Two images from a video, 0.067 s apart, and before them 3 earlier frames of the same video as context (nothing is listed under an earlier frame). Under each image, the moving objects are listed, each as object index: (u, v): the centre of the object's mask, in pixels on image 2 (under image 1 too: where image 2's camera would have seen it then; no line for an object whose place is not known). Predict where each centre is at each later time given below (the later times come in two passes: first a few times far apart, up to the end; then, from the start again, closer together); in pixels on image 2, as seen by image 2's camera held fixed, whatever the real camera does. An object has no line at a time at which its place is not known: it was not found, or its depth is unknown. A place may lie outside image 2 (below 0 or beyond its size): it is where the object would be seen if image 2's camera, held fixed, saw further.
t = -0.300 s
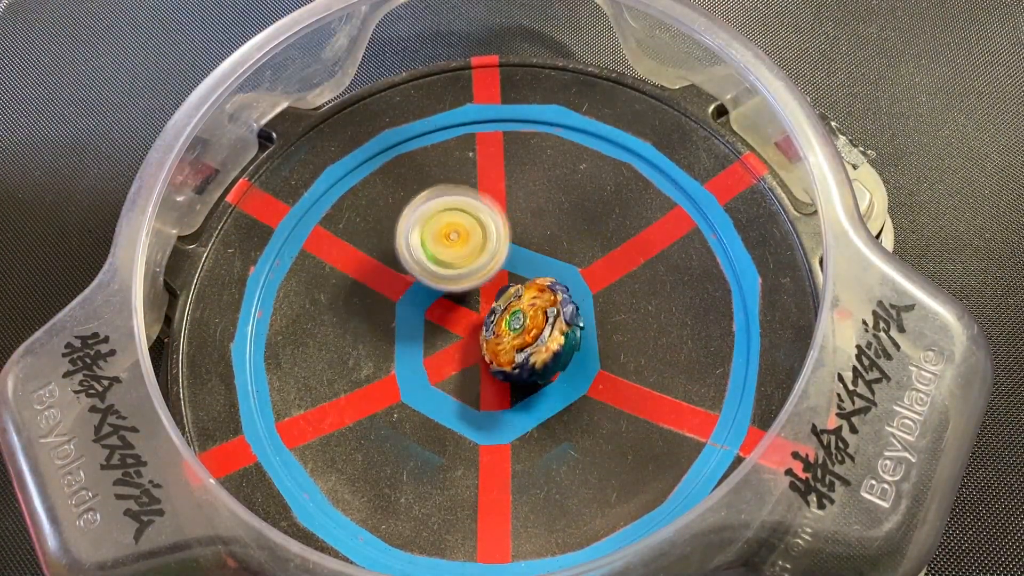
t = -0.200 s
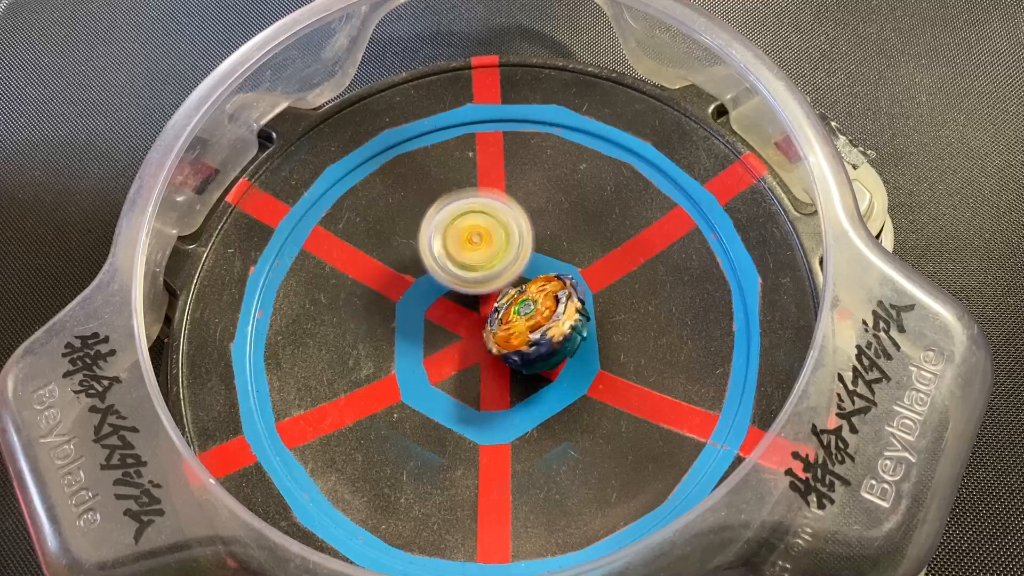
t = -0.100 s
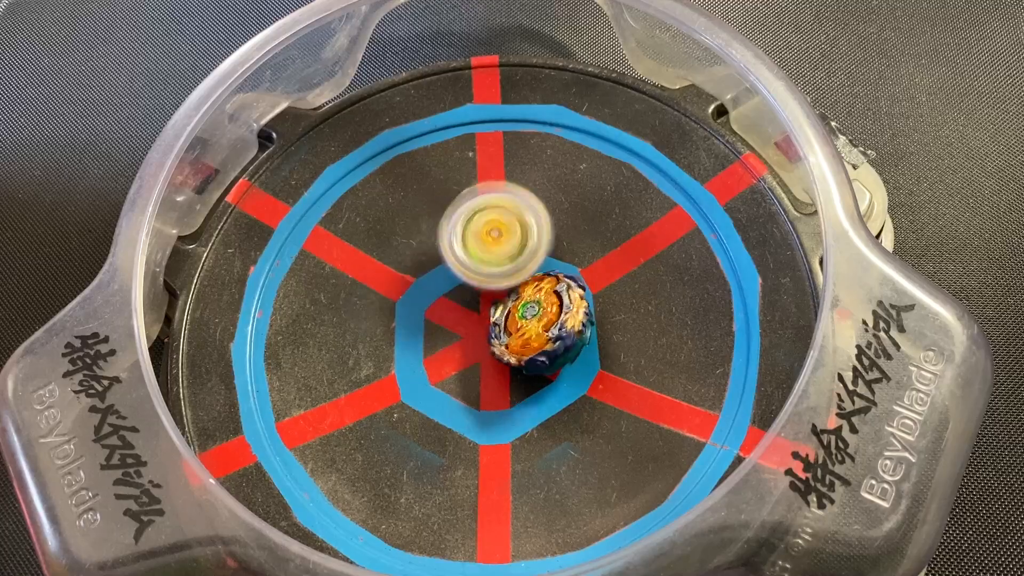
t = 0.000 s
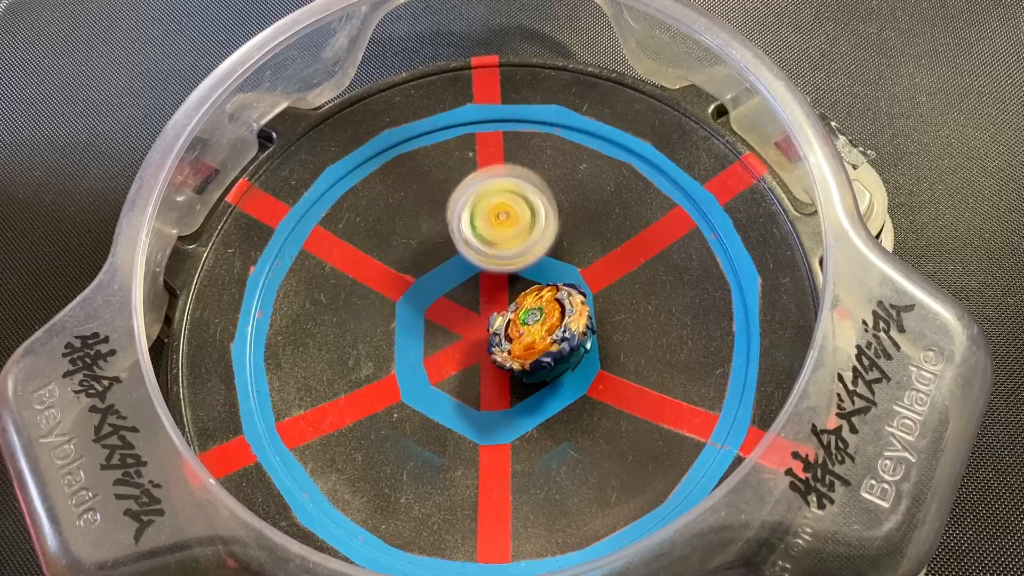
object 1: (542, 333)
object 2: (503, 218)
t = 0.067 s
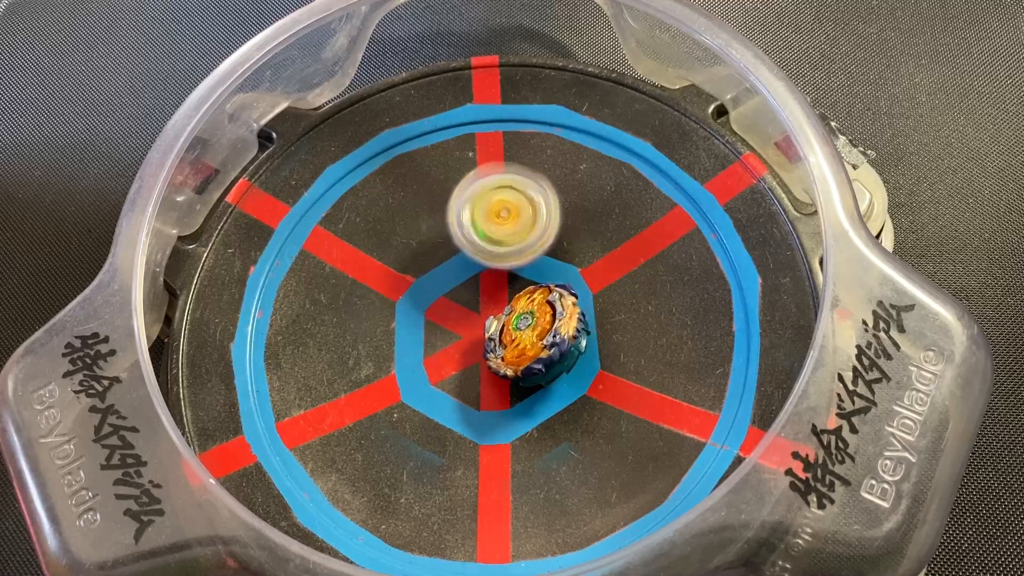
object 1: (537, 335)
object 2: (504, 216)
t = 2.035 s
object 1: (540, 396)
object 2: (584, 193)
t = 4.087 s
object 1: (532, 364)
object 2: (475, 223)
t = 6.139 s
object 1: (577, 248)
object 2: (278, 204)
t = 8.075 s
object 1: (449, 289)
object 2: (535, 365)
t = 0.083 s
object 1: (536, 336)
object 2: (504, 216)
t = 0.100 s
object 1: (535, 337)
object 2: (505, 217)
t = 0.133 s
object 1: (533, 340)
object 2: (504, 219)
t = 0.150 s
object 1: (533, 341)
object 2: (505, 221)
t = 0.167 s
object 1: (533, 342)
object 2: (506, 222)
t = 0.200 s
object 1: (533, 343)
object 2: (506, 228)
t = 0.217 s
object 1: (532, 344)
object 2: (507, 231)
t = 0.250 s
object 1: (532, 346)
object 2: (508, 236)
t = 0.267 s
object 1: (533, 349)
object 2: (508, 236)
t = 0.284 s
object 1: (533, 352)
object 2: (509, 235)
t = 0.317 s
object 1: (533, 354)
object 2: (508, 235)
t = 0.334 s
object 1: (532, 355)
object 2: (509, 236)
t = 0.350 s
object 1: (531, 355)
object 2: (508, 236)
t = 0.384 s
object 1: (528, 355)
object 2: (509, 240)
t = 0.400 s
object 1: (527, 355)
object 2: (508, 241)
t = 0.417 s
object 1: (526, 355)
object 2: (508, 243)
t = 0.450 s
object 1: (527, 355)
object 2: (509, 249)
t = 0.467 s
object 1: (527, 355)
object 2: (509, 252)
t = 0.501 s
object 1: (527, 359)
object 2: (511, 253)
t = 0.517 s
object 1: (528, 359)
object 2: (510, 253)
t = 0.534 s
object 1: (528, 360)
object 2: (510, 254)
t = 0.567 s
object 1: (529, 360)
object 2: (510, 256)
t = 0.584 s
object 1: (529, 360)
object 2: (511, 258)
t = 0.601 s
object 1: (528, 359)
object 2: (512, 260)
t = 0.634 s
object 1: (526, 359)
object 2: (513, 262)
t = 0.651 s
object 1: (524, 360)
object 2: (515, 263)
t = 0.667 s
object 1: (523, 362)
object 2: (516, 258)
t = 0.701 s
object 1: (520, 366)
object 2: (517, 256)
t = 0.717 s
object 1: (518, 368)
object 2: (517, 254)
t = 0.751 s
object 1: (515, 370)
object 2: (517, 254)
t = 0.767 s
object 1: (514, 371)
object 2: (517, 254)
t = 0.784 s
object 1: (513, 373)
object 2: (516, 255)
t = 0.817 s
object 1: (513, 374)
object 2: (516, 256)
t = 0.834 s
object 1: (513, 373)
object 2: (514, 259)
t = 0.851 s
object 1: (513, 373)
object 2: (514, 261)
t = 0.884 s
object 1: (514, 371)
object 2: (512, 265)
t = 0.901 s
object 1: (515, 371)
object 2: (511, 267)
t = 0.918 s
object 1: (516, 372)
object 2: (511, 264)
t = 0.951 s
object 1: (520, 377)
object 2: (507, 260)
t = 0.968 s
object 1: (523, 378)
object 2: (505, 258)
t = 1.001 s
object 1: (526, 378)
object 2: (500, 254)
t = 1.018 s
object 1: (527, 378)
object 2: (498, 253)
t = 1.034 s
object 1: (527, 379)
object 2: (495, 252)
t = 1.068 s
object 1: (527, 379)
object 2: (490, 251)
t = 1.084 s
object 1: (527, 379)
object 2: (487, 251)
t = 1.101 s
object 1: (527, 378)
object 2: (484, 253)
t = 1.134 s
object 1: (527, 376)
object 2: (479, 254)
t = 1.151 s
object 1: (527, 375)
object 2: (476, 256)
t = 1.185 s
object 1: (528, 371)
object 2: (471, 260)
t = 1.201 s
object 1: (528, 368)
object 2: (470, 264)
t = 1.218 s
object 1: (529, 366)
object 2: (468, 268)
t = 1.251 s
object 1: (529, 378)
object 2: (465, 260)
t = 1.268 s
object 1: (529, 390)
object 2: (464, 249)
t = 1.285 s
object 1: (525, 402)
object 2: (461, 238)
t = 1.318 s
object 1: (519, 424)
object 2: (455, 219)
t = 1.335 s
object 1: (516, 432)
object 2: (451, 211)
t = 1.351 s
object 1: (510, 438)
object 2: (447, 204)
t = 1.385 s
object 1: (501, 450)
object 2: (439, 191)
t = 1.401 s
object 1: (497, 454)
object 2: (434, 187)
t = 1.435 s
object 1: (488, 461)
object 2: (424, 180)
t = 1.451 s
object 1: (483, 463)
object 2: (420, 178)
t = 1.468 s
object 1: (478, 464)
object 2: (415, 177)
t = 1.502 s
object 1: (468, 464)
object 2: (405, 178)
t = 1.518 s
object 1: (464, 463)
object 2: (400, 180)
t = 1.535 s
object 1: (462, 462)
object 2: (397, 183)
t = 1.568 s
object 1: (457, 458)
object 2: (389, 193)
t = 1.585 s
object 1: (454, 456)
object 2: (387, 198)
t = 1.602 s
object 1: (452, 454)
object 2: (387, 205)
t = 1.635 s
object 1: (448, 445)
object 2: (385, 222)
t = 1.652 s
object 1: (446, 439)
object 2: (386, 231)
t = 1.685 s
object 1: (446, 427)
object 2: (395, 249)
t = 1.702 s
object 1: (446, 420)
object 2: (400, 261)
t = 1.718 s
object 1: (448, 412)
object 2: (406, 271)
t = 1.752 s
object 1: (452, 396)
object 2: (425, 290)
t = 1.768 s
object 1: (455, 395)
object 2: (436, 294)
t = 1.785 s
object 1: (458, 399)
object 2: (447, 289)
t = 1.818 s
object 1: (466, 409)
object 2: (469, 279)
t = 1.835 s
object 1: (471, 413)
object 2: (480, 272)
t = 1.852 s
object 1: (476, 414)
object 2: (493, 266)
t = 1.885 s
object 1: (489, 414)
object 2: (517, 255)
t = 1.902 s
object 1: (496, 412)
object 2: (528, 248)
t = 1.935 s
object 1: (510, 409)
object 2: (546, 236)
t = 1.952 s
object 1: (516, 407)
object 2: (553, 229)
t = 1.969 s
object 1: (522, 405)
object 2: (561, 220)
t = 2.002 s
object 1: (532, 400)
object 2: (574, 206)
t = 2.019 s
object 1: (537, 398)
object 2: (579, 199)
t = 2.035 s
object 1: (540, 396)
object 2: (584, 193)
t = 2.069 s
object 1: (548, 391)
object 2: (591, 181)
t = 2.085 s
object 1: (551, 389)
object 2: (594, 175)
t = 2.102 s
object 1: (554, 387)
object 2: (594, 170)
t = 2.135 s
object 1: (559, 383)
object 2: (594, 162)
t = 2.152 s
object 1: (560, 381)
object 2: (594, 158)
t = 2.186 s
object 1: (563, 378)
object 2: (591, 154)
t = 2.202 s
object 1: (564, 376)
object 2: (588, 153)
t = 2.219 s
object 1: (564, 375)
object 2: (585, 154)
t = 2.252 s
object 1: (565, 373)
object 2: (577, 157)
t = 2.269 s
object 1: (565, 372)
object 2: (573, 159)
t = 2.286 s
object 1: (565, 372)
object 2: (568, 164)
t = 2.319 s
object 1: (563, 372)
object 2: (557, 176)
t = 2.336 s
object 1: (563, 371)
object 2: (552, 182)
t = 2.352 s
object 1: (562, 371)
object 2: (546, 190)
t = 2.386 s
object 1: (561, 372)
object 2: (534, 208)
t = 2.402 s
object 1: (561, 372)
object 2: (528, 220)
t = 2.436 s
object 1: (561, 371)
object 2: (518, 242)
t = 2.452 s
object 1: (561, 371)
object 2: (515, 255)
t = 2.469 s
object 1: (561, 371)
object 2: (511, 269)
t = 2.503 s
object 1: (564, 375)
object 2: (500, 293)
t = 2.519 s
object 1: (571, 385)
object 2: (491, 298)
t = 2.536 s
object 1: (578, 396)
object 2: (479, 301)
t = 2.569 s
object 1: (588, 410)
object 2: (463, 313)
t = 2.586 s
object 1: (591, 417)
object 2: (456, 321)
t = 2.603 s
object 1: (594, 424)
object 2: (448, 327)
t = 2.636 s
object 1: (595, 434)
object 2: (438, 343)
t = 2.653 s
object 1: (593, 436)
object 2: (433, 353)
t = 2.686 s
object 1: (586, 436)
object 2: (428, 373)
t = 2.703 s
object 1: (582, 435)
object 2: (428, 383)
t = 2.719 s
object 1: (577, 432)
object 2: (426, 395)
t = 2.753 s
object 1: (569, 425)
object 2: (425, 416)
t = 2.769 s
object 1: (567, 422)
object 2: (427, 427)
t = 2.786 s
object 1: (565, 418)
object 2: (429, 437)
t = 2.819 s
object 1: (562, 407)
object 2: (435, 457)
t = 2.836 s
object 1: (560, 403)
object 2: (441, 466)
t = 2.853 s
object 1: (559, 398)
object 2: (446, 472)
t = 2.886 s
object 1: (559, 388)
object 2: (460, 484)
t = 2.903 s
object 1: (559, 384)
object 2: (470, 489)
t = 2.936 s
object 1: (558, 377)
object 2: (489, 492)
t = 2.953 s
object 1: (557, 375)
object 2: (500, 490)
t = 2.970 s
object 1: (556, 373)
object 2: (511, 489)
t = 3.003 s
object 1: (552, 370)
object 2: (532, 480)
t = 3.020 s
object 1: (550, 368)
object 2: (543, 472)
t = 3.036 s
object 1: (549, 366)
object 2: (551, 465)
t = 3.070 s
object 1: (548, 353)
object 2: (563, 455)
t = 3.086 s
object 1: (550, 342)
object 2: (567, 453)
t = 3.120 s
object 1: (551, 320)
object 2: (572, 441)
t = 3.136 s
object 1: (552, 313)
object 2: (572, 435)
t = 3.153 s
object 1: (552, 306)
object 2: (574, 426)
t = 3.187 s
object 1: (552, 299)
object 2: (571, 408)
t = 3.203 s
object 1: (550, 295)
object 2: (568, 398)
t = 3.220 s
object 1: (549, 291)
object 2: (564, 387)
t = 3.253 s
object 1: (548, 277)
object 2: (548, 379)
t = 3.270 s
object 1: (550, 263)
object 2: (540, 381)
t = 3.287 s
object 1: (552, 252)
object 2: (530, 381)
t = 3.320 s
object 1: (554, 232)
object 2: (507, 383)
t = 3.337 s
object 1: (556, 226)
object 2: (496, 383)
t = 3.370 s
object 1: (558, 216)
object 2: (473, 384)
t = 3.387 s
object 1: (559, 214)
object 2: (460, 386)
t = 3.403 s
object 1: (559, 212)
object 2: (449, 385)
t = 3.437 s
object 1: (559, 210)
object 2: (425, 386)
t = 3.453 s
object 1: (559, 210)
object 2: (415, 387)
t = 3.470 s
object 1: (559, 211)
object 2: (403, 388)
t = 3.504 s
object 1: (557, 215)
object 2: (384, 391)
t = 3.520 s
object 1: (556, 217)
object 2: (375, 390)
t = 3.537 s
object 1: (554, 221)
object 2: (366, 391)
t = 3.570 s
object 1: (551, 231)
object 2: (351, 391)
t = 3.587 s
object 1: (548, 239)
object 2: (347, 391)
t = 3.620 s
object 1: (545, 253)
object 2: (337, 390)
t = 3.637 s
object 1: (544, 262)
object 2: (334, 391)
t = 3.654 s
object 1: (547, 269)
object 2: (331, 390)
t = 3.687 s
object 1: (549, 291)
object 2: (329, 389)
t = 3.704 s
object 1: (549, 299)
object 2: (331, 388)
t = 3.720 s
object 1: (549, 310)
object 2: (332, 386)
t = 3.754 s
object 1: (550, 329)
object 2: (337, 381)
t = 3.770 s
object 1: (552, 338)
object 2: (343, 376)
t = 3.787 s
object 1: (555, 346)
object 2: (346, 374)
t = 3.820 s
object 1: (562, 356)
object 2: (356, 364)
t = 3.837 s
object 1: (563, 359)
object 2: (362, 358)
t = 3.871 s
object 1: (565, 361)
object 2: (377, 347)
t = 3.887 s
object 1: (564, 361)
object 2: (388, 340)
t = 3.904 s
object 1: (563, 361)
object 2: (395, 332)
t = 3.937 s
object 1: (561, 362)
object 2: (412, 313)
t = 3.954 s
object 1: (558, 362)
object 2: (421, 302)
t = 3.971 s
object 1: (556, 363)
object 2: (428, 293)
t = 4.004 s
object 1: (551, 363)
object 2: (442, 273)
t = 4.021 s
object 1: (548, 364)
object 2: (448, 262)
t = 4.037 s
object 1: (545, 364)
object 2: (456, 254)
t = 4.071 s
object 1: (536, 364)
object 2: (470, 233)
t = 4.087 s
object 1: (532, 364)
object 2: (475, 223)
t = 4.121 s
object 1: (525, 361)
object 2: (485, 202)
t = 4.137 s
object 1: (523, 358)
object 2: (489, 191)
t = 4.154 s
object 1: (521, 355)
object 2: (492, 184)
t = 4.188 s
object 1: (519, 349)
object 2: (497, 167)
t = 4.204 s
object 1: (519, 345)
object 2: (499, 160)
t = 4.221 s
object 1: (520, 342)
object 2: (503, 152)
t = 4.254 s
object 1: (522, 336)
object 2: (506, 139)
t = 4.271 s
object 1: (523, 333)
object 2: (505, 134)
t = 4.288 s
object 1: (525, 331)
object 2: (506, 129)
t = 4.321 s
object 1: (529, 328)
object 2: (505, 124)
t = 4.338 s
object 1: (531, 328)
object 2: (505, 125)
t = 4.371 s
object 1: (533, 326)
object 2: (504, 126)
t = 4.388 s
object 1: (535, 326)
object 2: (502, 128)
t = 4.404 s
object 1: (535, 326)
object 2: (503, 131)
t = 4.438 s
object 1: (535, 326)
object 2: (501, 141)
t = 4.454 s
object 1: (535, 326)
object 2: (499, 148)
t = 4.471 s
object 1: (534, 326)
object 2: (499, 155)
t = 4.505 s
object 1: (532, 327)
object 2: (499, 173)
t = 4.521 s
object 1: (532, 327)
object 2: (503, 185)
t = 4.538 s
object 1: (531, 328)
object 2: (503, 195)
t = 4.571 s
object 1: (528, 329)
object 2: (509, 218)
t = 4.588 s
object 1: (526, 330)
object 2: (512, 230)
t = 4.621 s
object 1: (518, 348)
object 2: (523, 242)
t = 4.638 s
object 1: (511, 357)
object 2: (530, 250)
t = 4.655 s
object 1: (507, 364)
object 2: (536, 255)
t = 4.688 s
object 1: (500, 376)
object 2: (551, 264)
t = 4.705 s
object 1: (496, 380)
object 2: (558, 270)
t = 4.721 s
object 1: (493, 384)
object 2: (563, 275)
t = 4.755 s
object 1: (491, 388)
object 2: (578, 287)
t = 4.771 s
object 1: (492, 389)
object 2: (583, 292)
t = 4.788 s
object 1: (493, 390)
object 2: (591, 296)
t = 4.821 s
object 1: (495, 390)
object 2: (599, 306)
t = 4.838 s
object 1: (496, 390)
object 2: (604, 312)
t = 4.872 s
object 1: (498, 390)
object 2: (616, 320)
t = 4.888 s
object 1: (498, 390)
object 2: (618, 325)
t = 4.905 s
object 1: (498, 390)
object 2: (622, 326)
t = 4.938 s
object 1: (498, 391)
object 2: (627, 335)
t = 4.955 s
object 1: (497, 390)
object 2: (631, 338)
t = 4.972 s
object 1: (497, 390)
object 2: (631, 341)
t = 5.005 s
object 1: (497, 390)
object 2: (632, 348)
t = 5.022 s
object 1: (496, 390)
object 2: (630, 349)
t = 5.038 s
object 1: (496, 390)
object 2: (631, 353)
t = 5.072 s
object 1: (495, 390)
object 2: (627, 357)
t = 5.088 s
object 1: (495, 390)
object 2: (622, 358)
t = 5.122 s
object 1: (494, 389)
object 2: (613, 363)
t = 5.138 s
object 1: (489, 388)
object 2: (612, 365)
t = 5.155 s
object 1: (477, 384)
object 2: (616, 369)
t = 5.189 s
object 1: (457, 372)
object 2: (619, 375)
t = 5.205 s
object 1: (450, 366)
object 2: (622, 377)
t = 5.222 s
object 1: (445, 359)
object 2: (622, 380)
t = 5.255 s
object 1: (438, 345)
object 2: (618, 383)
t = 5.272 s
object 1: (438, 339)
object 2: (619, 384)
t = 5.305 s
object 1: (440, 326)
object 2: (611, 383)
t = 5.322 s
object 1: (443, 320)
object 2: (605, 385)
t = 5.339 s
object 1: (447, 316)
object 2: (601, 385)
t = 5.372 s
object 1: (456, 309)
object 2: (588, 382)
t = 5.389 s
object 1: (461, 307)
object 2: (578, 383)
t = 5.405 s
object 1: (465, 306)
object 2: (573, 382)
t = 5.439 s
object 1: (475, 306)
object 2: (554, 378)
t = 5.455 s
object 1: (478, 304)
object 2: (542, 381)
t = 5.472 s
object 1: (481, 291)
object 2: (536, 397)
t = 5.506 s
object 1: (485, 264)
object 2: (526, 429)
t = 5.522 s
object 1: (487, 251)
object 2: (521, 445)
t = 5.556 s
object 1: (490, 229)
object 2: (510, 476)
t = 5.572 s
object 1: (492, 223)
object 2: (502, 487)
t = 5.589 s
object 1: (494, 217)
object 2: (498, 502)
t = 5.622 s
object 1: (495, 208)
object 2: (485, 520)
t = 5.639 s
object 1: (498, 205)
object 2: (482, 529)
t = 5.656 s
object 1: (500, 202)
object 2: (478, 529)
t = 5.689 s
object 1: (503, 199)
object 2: (467, 530)
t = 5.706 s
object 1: (505, 198)
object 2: (465, 520)
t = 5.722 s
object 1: (506, 198)
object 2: (460, 515)
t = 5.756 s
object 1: (512, 200)
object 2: (457, 491)
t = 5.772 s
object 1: (516, 201)
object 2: (458, 476)
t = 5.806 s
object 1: (524, 204)
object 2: (454, 448)
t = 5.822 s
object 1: (525, 207)
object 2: (459, 431)
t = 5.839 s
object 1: (527, 210)
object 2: (452, 413)
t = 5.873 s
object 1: (528, 219)
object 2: (453, 381)
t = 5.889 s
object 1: (527, 223)
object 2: (448, 366)
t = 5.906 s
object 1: (527, 228)
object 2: (450, 350)
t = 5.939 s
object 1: (525, 239)
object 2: (442, 318)
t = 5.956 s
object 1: (524, 245)
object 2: (436, 301)
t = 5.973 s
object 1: (533, 243)
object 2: (424, 292)
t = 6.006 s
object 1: (556, 240)
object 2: (383, 269)
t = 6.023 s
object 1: (564, 239)
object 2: (368, 260)
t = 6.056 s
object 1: (575, 240)
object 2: (334, 242)
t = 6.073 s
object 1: (579, 241)
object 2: (322, 235)
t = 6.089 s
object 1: (580, 243)
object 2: (305, 224)
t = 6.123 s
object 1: (579, 246)
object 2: (282, 209)
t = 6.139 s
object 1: (577, 248)
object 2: (278, 204)
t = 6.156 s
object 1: (575, 250)
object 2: (268, 199)
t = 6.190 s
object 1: (568, 257)
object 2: (261, 190)
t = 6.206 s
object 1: (564, 259)
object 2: (260, 183)
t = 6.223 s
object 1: (559, 260)
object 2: (255, 180)
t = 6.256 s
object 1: (549, 263)
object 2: (261, 179)
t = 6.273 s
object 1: (544, 263)
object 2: (269, 176)
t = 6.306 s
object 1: (535, 261)
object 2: (282, 176)
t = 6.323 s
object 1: (533, 261)
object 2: (293, 182)
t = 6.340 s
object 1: (530, 260)
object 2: (301, 184)
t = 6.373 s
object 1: (527, 257)
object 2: (318, 187)
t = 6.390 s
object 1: (526, 256)
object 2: (331, 188)
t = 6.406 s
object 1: (525, 255)
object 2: (343, 194)
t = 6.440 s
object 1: (525, 253)
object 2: (367, 204)
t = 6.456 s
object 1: (525, 253)
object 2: (385, 204)
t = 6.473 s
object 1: (525, 254)
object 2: (402, 209)
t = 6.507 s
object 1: (529, 257)
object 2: (434, 222)
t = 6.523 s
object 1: (536, 266)
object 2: (446, 217)
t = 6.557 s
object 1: (551, 286)
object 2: (466, 216)
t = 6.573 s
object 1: (559, 296)
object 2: (479, 214)
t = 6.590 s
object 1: (568, 308)
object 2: (489, 218)
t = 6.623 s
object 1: (581, 325)
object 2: (508, 225)
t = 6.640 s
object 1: (584, 333)
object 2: (515, 229)
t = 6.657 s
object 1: (587, 340)
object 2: (527, 230)
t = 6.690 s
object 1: (587, 353)
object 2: (546, 248)
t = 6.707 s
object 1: (585, 363)
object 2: (555, 246)
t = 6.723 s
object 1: (583, 372)
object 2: (567, 249)
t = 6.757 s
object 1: (578, 390)
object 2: (582, 260)
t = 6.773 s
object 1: (576, 398)
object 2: (585, 267)
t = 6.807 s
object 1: (566, 411)
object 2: (597, 268)
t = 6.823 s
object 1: (559, 417)
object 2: (603, 274)
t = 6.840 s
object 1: (553, 423)
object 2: (602, 284)
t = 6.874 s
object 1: (538, 429)
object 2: (601, 298)
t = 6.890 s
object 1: (530, 431)
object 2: (600, 302)
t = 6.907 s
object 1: (522, 431)
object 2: (604, 307)
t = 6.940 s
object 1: (505, 430)
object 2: (589, 321)
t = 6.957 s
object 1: (497, 427)
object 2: (588, 327)
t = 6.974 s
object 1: (489, 422)
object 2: (585, 334)
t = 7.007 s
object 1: (473, 412)
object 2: (571, 344)
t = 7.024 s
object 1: (458, 410)
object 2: (572, 340)
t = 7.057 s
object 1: (432, 407)
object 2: (588, 335)
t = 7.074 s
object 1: (422, 403)
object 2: (586, 339)
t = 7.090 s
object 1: (415, 398)
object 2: (581, 337)
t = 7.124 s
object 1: (404, 389)
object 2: (582, 333)
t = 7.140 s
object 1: (401, 384)
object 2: (583, 332)
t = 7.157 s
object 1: (399, 380)
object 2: (579, 338)
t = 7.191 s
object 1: (399, 373)
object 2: (570, 330)
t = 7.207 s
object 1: (401, 371)
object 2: (572, 331)
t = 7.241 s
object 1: (406, 367)
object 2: (559, 338)
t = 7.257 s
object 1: (409, 364)
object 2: (551, 334)
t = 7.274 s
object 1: (412, 362)
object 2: (549, 330)
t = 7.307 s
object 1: (420, 359)
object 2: (545, 334)
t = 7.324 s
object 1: (418, 357)
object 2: (540, 333)
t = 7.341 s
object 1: (413, 355)
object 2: (550, 330)
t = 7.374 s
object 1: (409, 350)
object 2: (563, 335)
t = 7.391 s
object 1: (409, 348)
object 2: (565, 339)
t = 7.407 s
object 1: (409, 346)
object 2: (562, 341)
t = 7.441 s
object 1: (412, 343)
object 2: (559, 337)
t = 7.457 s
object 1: (414, 341)
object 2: (562, 333)
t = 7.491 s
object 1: (418, 338)
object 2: (562, 339)
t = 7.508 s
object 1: (421, 335)
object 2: (555, 336)
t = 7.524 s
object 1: (424, 333)
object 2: (557, 333)
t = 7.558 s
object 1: (431, 328)
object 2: (557, 336)
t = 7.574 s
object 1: (435, 325)
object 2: (552, 340)
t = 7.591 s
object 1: (439, 323)
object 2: (543, 339)
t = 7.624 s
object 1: (435, 313)
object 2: (552, 338)
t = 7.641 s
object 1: (432, 308)
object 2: (559, 338)
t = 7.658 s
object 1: (429, 303)
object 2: (569, 340)
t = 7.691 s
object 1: (427, 297)
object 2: (565, 351)
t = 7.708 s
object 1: (427, 296)
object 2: (565, 347)
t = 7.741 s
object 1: (427, 296)
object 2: (572, 348)
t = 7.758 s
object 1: (428, 296)
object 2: (573, 349)
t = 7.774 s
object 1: (429, 296)
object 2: (574, 350)
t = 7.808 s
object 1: (432, 296)
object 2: (563, 354)
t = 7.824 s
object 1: (433, 297)
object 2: (560, 351)
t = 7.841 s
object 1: (435, 297)
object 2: (559, 349)
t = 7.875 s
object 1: (440, 297)
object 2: (560, 344)
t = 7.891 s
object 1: (442, 297)
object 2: (557, 349)
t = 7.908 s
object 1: (444, 299)
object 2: (547, 351)
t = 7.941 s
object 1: (445, 294)
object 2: (545, 351)
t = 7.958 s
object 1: (444, 292)
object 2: (548, 352)
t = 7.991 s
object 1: (444, 289)
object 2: (552, 360)
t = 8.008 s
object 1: (445, 289)
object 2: (551, 363)
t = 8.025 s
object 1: (446, 289)
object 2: (550, 365)
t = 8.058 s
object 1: (447, 290)
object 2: (539, 368)
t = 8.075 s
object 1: (449, 289)
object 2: (535, 365)
